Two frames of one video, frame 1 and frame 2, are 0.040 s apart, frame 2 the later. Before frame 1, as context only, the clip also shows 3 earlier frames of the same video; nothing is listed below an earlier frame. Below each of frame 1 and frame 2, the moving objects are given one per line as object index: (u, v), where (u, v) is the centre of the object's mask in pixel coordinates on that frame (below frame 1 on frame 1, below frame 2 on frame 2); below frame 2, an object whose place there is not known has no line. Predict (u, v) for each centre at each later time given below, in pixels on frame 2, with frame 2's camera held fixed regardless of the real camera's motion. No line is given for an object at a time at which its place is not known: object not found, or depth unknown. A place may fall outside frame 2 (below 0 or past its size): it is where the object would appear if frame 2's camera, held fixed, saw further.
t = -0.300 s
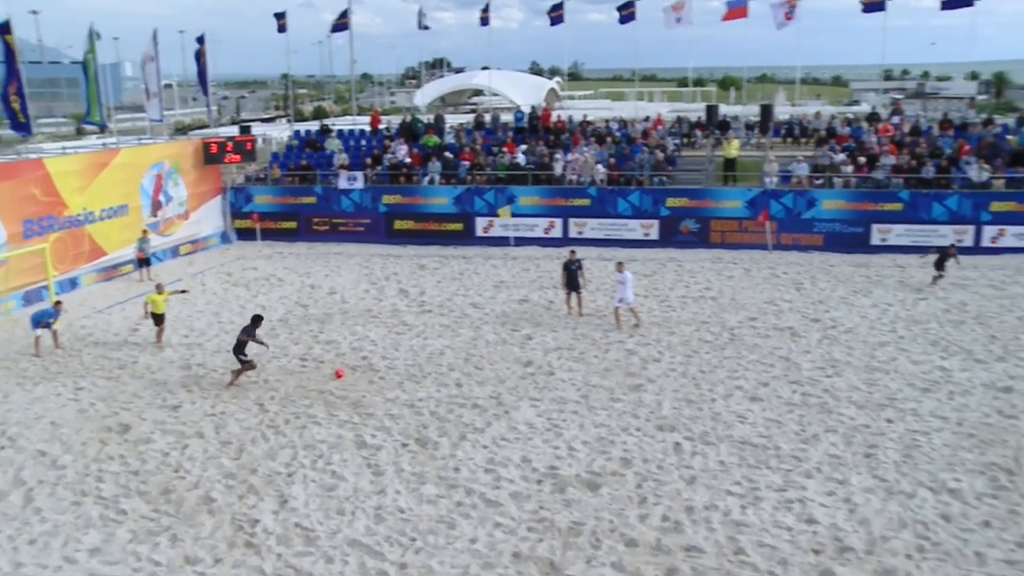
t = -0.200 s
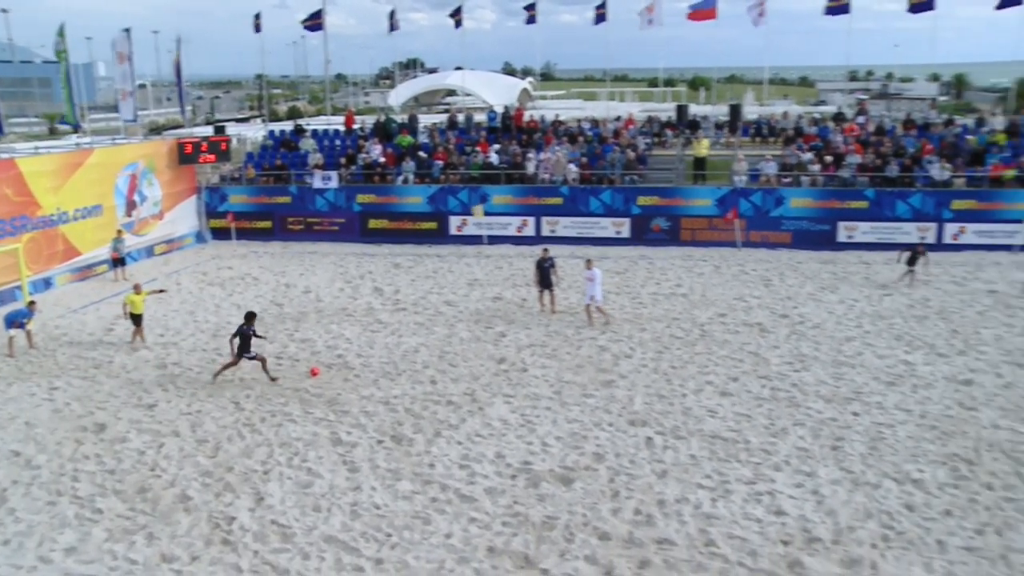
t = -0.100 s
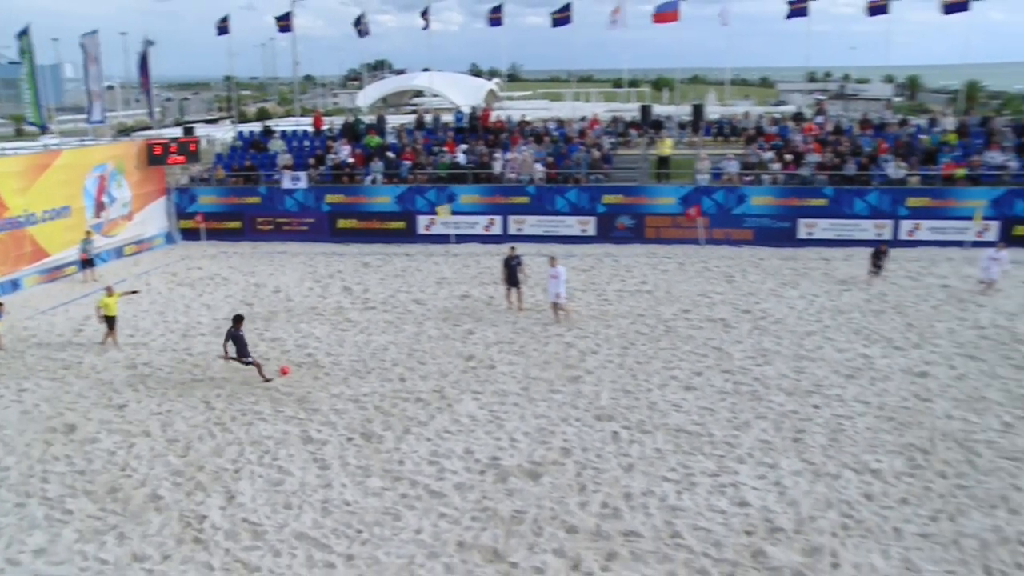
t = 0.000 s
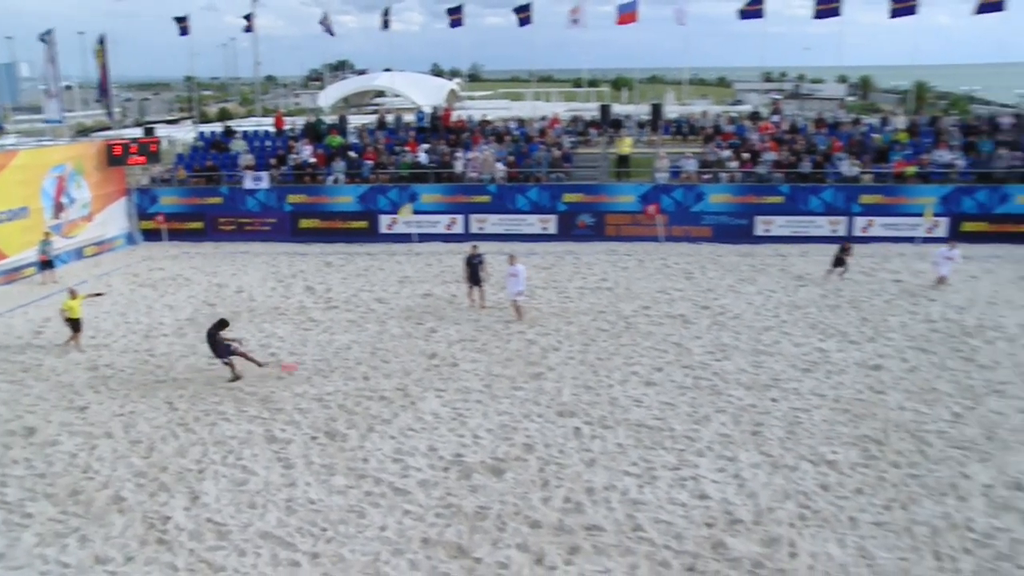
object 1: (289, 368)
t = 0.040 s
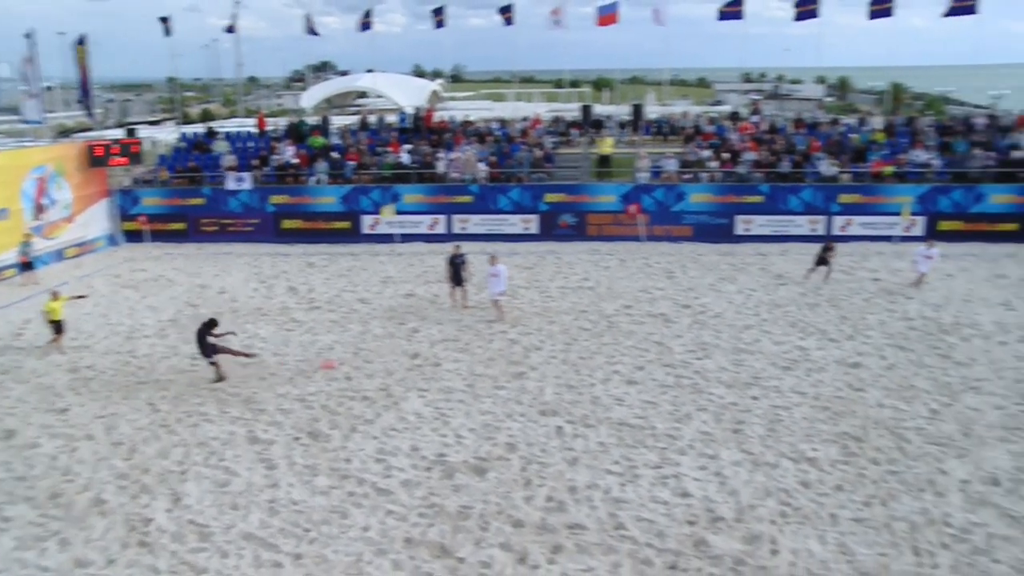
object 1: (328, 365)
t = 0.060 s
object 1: (357, 365)
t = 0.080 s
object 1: (384, 364)
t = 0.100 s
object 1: (413, 363)
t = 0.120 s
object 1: (439, 362)
